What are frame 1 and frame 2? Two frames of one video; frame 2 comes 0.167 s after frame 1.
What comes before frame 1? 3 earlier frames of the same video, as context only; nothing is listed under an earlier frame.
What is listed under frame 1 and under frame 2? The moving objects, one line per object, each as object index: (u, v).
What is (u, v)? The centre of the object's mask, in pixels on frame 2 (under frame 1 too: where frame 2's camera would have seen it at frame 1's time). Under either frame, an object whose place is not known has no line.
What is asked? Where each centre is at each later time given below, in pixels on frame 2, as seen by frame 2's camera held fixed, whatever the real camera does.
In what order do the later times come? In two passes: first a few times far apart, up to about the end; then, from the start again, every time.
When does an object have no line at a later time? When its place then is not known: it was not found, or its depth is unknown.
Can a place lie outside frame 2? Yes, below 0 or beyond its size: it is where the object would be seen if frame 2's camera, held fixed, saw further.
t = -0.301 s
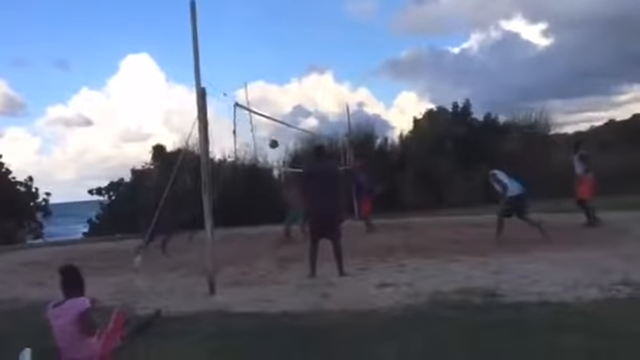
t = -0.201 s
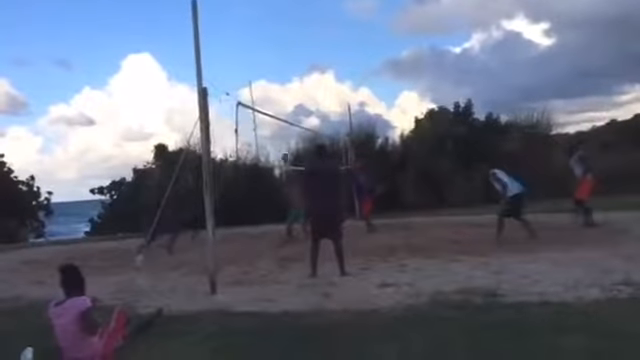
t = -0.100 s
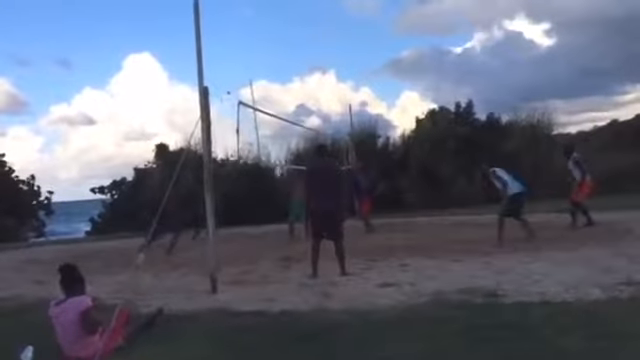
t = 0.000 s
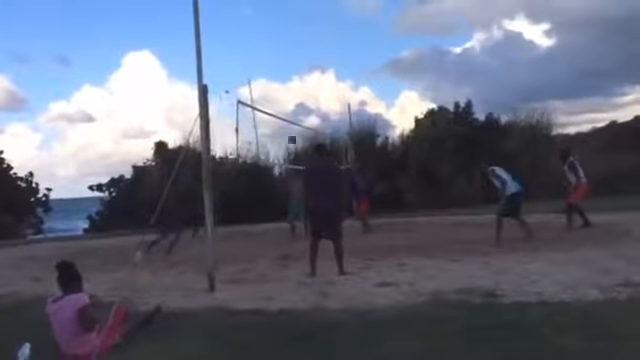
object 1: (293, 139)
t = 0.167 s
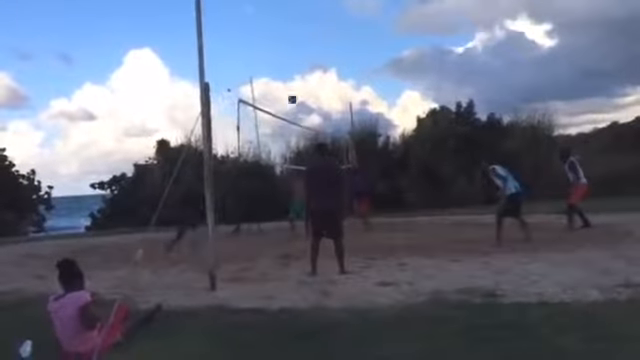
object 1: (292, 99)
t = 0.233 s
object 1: (291, 87)
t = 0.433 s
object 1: (289, 62)
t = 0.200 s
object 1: (292, 93)
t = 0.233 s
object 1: (291, 87)
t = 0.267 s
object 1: (291, 81)
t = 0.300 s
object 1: (291, 77)
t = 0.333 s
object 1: (291, 72)
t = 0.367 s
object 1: (290, 68)
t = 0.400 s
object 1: (290, 65)
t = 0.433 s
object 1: (289, 62)
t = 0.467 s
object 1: (289, 60)
